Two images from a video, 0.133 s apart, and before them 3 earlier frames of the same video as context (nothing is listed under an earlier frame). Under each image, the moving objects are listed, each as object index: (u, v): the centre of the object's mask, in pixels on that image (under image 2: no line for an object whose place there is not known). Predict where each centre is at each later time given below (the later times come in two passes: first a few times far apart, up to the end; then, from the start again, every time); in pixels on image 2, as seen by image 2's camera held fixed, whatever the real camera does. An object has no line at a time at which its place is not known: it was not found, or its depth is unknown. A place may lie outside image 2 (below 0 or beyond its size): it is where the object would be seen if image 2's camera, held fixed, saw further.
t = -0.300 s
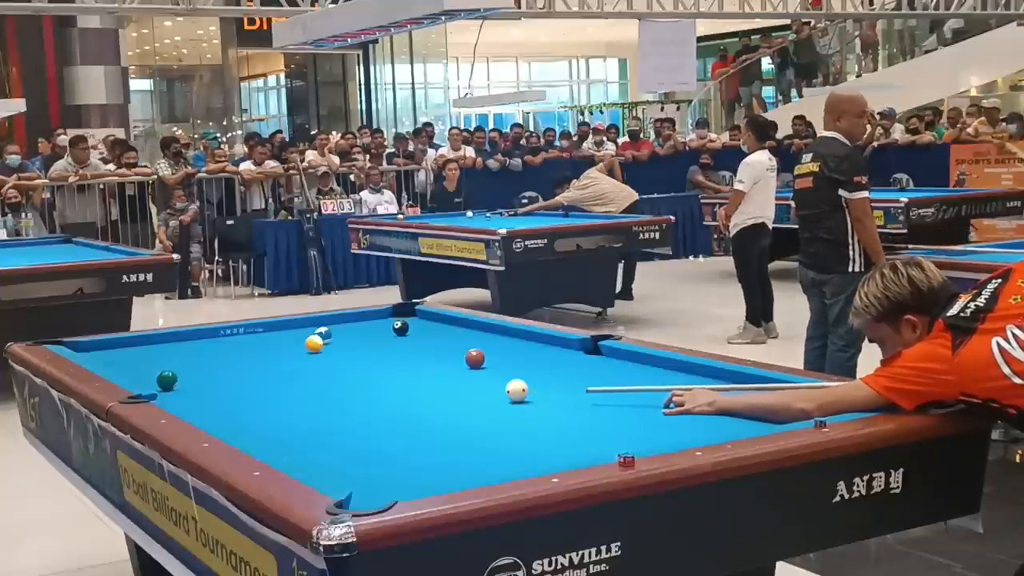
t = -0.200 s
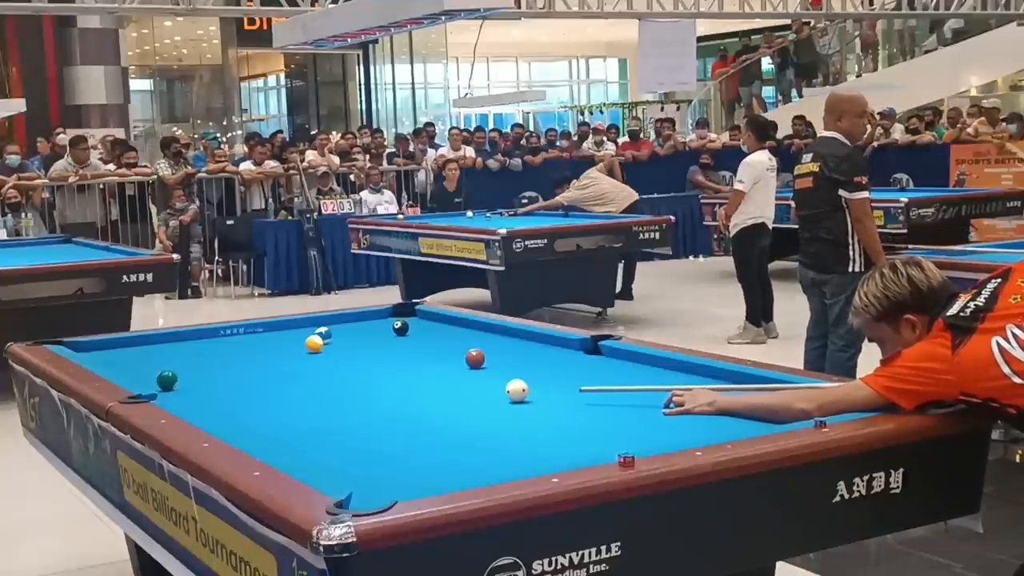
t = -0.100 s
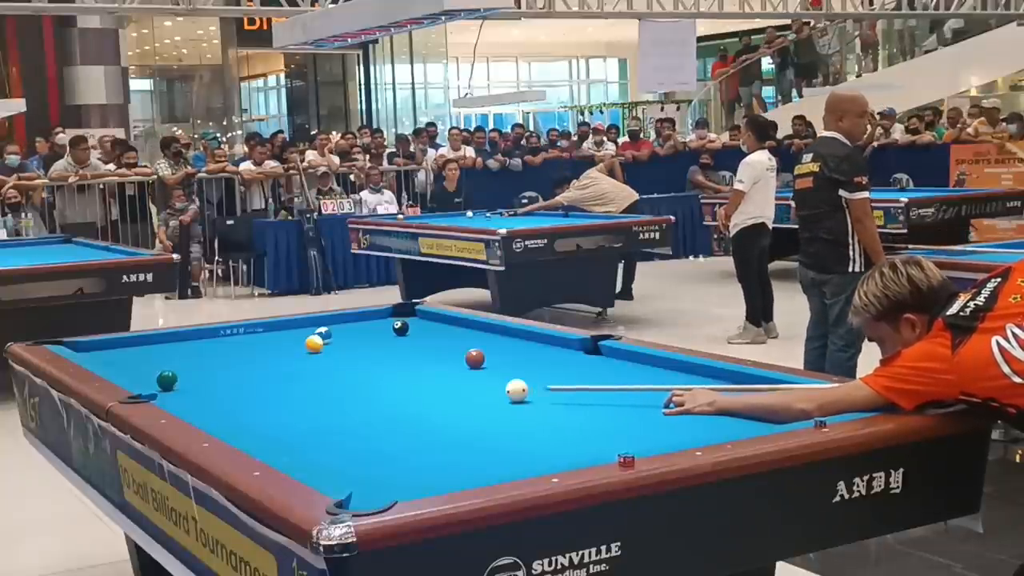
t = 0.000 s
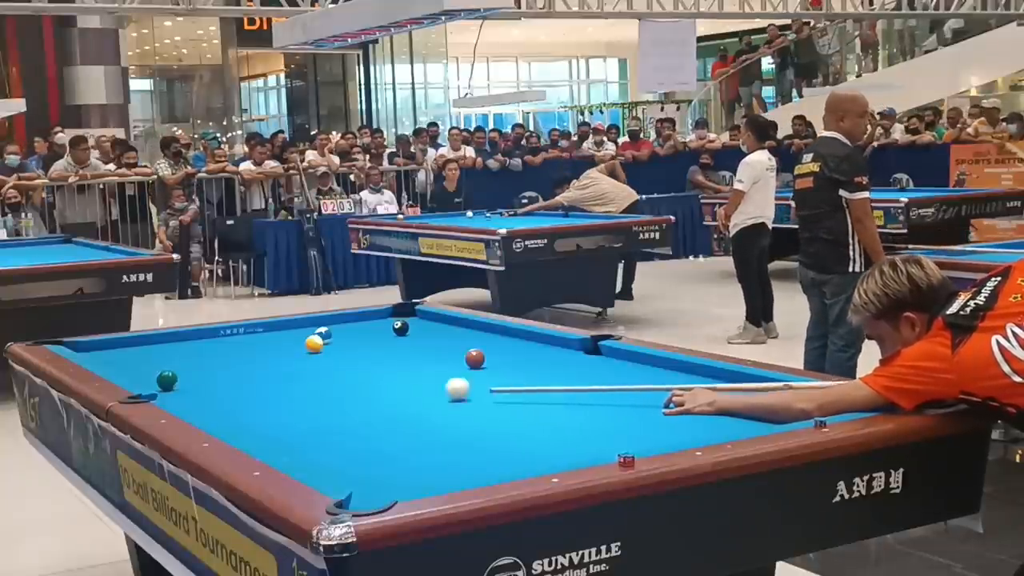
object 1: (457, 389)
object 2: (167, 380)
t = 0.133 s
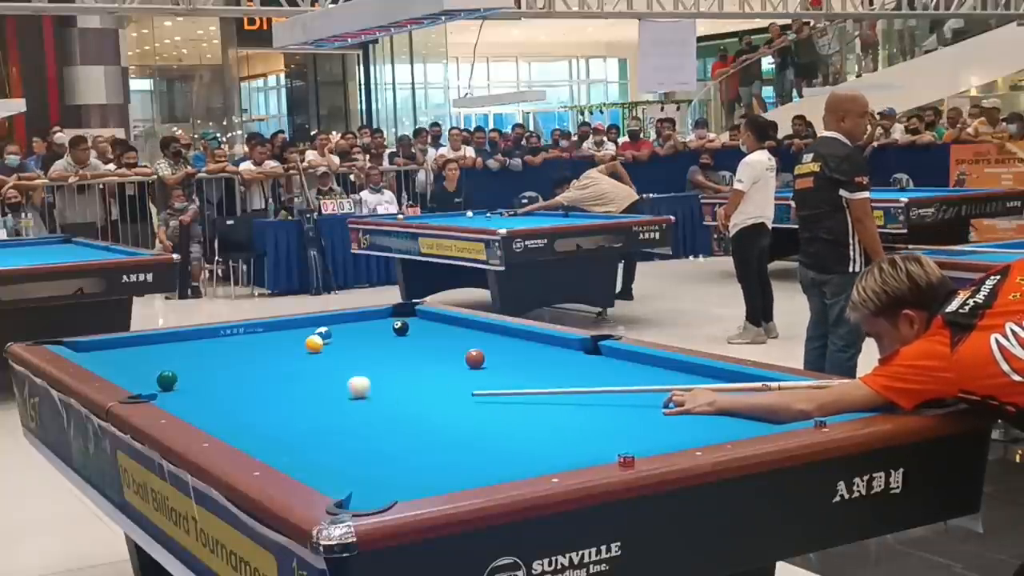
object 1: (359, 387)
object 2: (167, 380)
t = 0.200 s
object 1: (313, 386)
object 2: (167, 380)
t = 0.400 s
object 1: (185, 383)
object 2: (166, 380)
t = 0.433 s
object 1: (167, 383)
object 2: (161, 373)
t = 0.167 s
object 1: (336, 387)
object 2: (167, 380)
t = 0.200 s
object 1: (313, 386)
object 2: (167, 380)
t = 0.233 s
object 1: (291, 386)
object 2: (167, 380)
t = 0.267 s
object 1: (269, 385)
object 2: (167, 380)
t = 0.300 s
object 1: (248, 385)
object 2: (167, 380)
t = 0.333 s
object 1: (226, 384)
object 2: (167, 380)
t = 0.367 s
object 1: (205, 384)
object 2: (167, 380)
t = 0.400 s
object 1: (185, 383)
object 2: (166, 380)
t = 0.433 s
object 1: (167, 383)
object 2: (161, 373)
